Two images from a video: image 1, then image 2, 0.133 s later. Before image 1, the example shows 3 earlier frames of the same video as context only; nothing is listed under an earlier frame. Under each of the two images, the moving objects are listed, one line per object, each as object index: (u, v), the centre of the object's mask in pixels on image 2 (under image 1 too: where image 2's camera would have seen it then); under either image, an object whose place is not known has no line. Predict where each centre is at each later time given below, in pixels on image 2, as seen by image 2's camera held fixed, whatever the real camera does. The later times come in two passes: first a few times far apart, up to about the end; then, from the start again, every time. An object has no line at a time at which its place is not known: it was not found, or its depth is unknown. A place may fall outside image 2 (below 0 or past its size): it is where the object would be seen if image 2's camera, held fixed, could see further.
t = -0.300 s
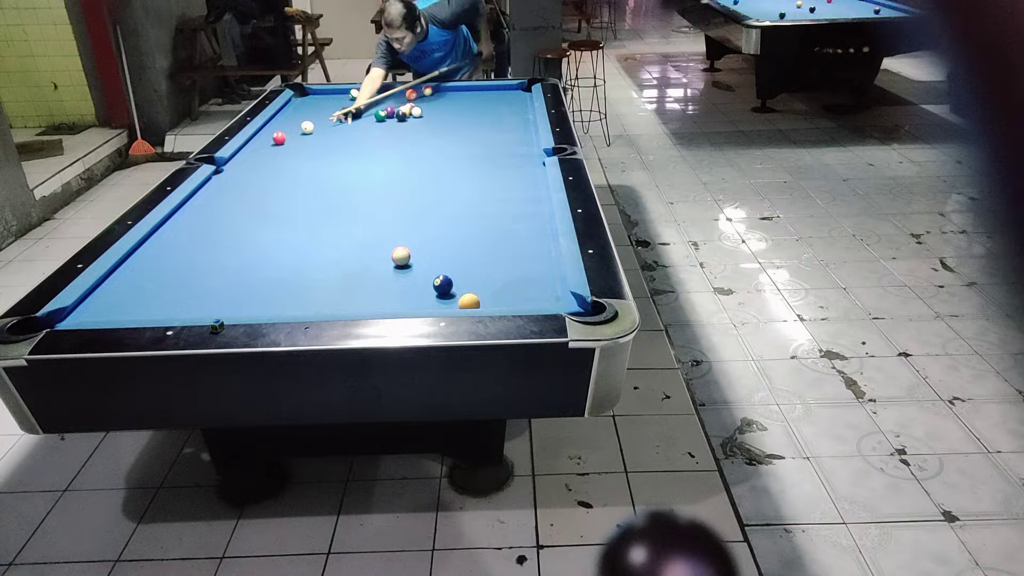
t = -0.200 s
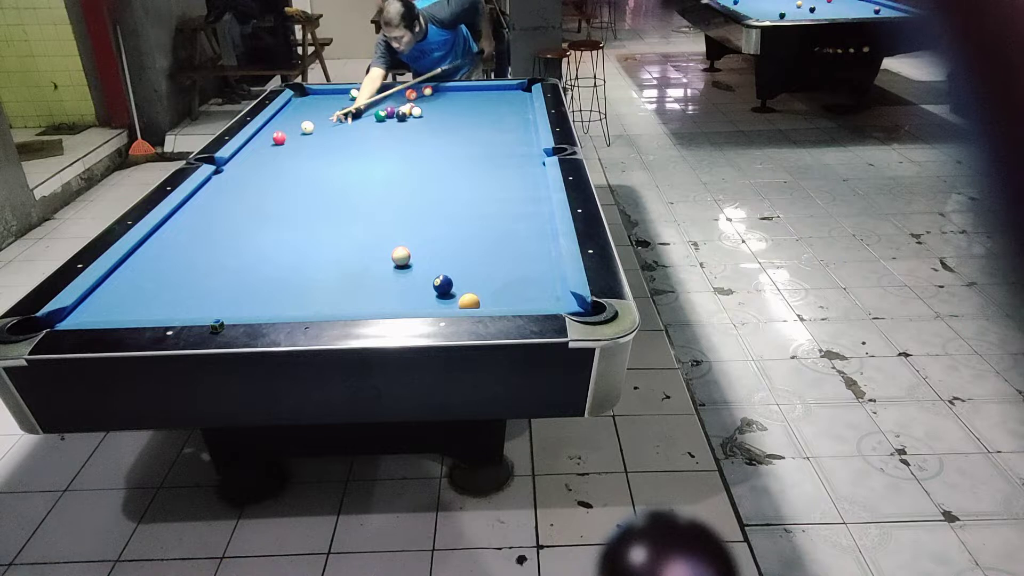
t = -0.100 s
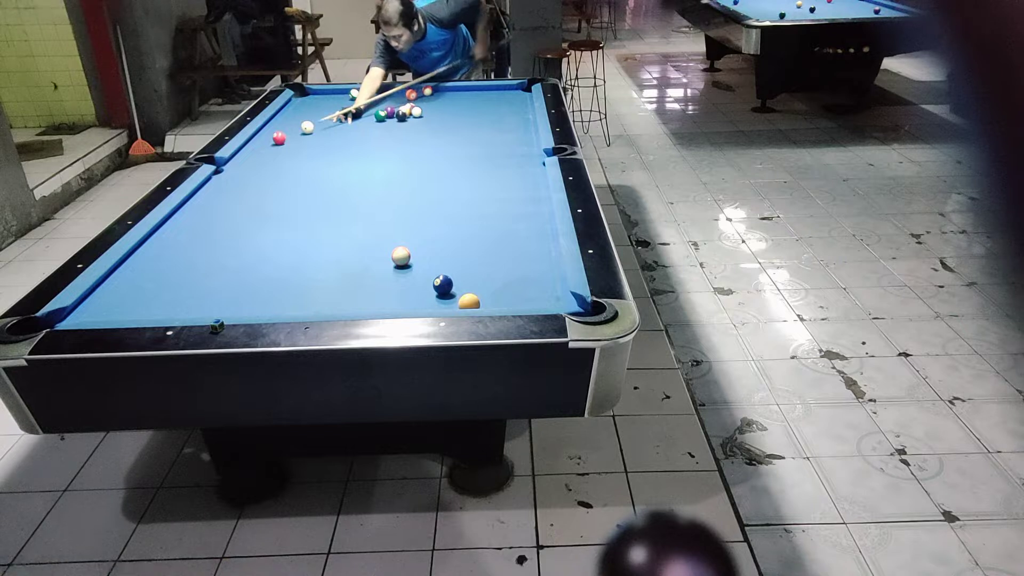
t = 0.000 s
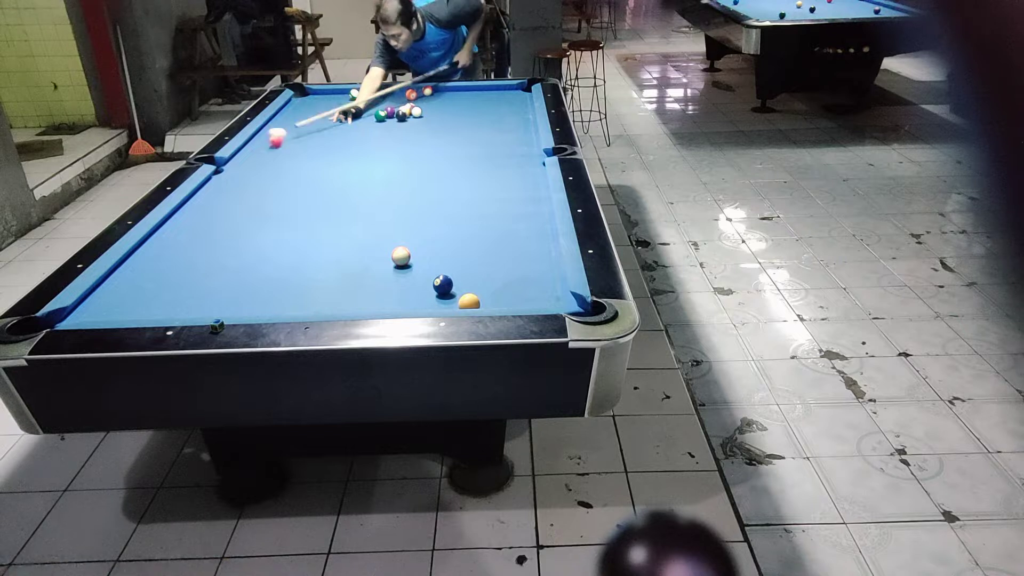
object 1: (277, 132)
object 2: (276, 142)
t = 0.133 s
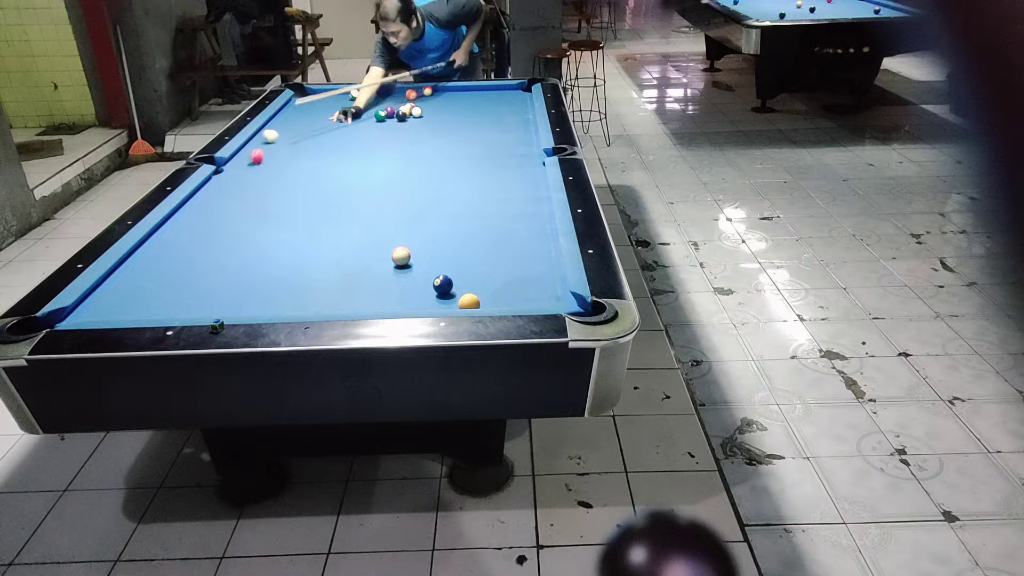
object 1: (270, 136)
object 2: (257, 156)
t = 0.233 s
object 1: (288, 137)
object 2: (243, 167)
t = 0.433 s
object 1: (324, 139)
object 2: (212, 192)
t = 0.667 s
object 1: (366, 141)
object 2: (169, 226)
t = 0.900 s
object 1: (409, 144)
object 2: (126, 267)
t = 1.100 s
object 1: (444, 146)
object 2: (94, 306)
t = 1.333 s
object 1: (486, 147)
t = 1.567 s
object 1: (527, 149)
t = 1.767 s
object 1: (519, 151)
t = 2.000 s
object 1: (494, 153)
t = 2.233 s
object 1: (471, 154)
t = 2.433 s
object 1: (453, 156)
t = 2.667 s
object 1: (431, 157)
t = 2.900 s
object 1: (411, 159)
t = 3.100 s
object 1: (395, 160)
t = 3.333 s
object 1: (378, 161)
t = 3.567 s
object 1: (362, 163)
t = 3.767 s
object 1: (349, 164)
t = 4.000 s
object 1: (336, 165)
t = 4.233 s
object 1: (323, 166)
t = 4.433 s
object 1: (314, 167)
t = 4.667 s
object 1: (304, 168)
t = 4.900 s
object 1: (296, 169)
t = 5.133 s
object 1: (289, 170)
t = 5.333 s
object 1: (285, 170)
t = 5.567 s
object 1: (281, 171)
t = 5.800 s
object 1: (279, 171)
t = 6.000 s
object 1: (278, 171)
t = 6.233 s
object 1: (278, 171)
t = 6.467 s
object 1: (278, 171)
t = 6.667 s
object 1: (278, 171)
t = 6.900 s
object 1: (278, 171)
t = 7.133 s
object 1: (278, 171)
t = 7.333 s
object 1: (278, 171)
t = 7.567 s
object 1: (278, 171)
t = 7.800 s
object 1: (278, 171)
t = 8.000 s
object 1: (278, 171)
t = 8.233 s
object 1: (278, 171)
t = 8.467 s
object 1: (278, 171)
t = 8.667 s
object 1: (278, 171)
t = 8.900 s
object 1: (278, 171)
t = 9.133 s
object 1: (278, 171)
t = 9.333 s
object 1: (278, 171)
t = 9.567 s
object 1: (278, 171)
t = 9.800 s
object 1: (278, 171)
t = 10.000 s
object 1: (278, 171)
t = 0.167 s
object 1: (276, 136)
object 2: (252, 160)
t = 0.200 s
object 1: (282, 136)
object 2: (247, 164)
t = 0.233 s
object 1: (288, 137)
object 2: (243, 167)
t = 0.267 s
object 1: (294, 137)
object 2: (238, 172)
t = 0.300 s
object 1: (300, 137)
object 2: (233, 175)
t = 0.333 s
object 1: (306, 138)
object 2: (228, 179)
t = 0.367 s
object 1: (312, 138)
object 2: (223, 184)
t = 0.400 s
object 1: (318, 138)
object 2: (217, 188)
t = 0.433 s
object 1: (324, 139)
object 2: (212, 192)
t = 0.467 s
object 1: (330, 139)
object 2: (206, 197)
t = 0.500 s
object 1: (336, 140)
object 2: (201, 201)
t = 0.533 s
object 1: (342, 140)
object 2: (194, 206)
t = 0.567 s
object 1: (348, 140)
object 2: (188, 211)
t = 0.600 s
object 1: (355, 140)
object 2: (182, 215)
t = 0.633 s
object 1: (361, 141)
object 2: (176, 221)
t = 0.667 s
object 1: (366, 141)
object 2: (169, 226)
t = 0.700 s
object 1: (372, 141)
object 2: (162, 232)
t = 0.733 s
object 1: (379, 142)
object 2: (155, 238)
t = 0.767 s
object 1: (384, 142)
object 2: (147, 243)
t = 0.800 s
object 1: (391, 142)
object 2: (141, 249)
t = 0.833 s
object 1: (397, 143)
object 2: (136, 255)
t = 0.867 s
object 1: (403, 143)
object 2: (131, 260)
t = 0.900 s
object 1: (409, 144)
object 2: (126, 267)
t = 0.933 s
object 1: (414, 144)
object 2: (121, 273)
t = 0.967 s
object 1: (420, 144)
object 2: (116, 279)
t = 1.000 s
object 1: (427, 144)
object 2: (111, 285)
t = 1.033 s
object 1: (432, 145)
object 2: (105, 292)
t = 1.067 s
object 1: (438, 145)
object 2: (99, 299)
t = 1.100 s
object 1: (444, 146)
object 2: (94, 306)
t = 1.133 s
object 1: (450, 146)
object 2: (88, 311)
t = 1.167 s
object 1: (456, 146)
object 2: (81, 316)
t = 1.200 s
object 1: (462, 146)
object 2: (72, 317)
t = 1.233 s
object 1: (469, 147)
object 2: (65, 317)
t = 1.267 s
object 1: (474, 147)
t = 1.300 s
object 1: (480, 147)
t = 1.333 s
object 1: (486, 147)
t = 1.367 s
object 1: (492, 148)
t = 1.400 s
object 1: (498, 148)
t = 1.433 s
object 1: (504, 148)
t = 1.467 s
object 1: (510, 148)
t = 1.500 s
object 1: (515, 149)
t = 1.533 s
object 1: (521, 149)
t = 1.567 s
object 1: (527, 149)
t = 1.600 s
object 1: (533, 150)
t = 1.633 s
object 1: (534, 150)
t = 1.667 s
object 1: (530, 150)
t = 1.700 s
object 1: (526, 151)
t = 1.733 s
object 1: (522, 151)
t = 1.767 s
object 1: (519, 151)
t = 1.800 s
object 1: (515, 151)
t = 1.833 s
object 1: (512, 151)
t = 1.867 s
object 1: (508, 152)
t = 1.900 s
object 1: (505, 152)
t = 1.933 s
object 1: (501, 152)
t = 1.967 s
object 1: (498, 152)
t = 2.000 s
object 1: (494, 153)
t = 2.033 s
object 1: (491, 153)
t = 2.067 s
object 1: (488, 153)
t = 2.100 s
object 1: (485, 153)
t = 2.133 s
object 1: (481, 153)
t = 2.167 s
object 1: (478, 154)
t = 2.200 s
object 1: (475, 154)
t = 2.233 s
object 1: (471, 154)
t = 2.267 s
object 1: (468, 154)
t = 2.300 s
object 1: (465, 155)
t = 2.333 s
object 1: (462, 155)
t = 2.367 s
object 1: (459, 155)
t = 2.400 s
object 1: (456, 155)
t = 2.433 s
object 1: (453, 156)
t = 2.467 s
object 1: (449, 156)
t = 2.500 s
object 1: (446, 156)
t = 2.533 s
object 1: (443, 156)
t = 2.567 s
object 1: (440, 157)
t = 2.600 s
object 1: (437, 157)
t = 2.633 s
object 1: (434, 157)
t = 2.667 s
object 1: (431, 157)
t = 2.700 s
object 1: (428, 157)
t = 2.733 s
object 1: (425, 158)
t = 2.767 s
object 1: (423, 158)
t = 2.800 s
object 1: (420, 158)
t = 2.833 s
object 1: (417, 158)
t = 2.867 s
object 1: (414, 159)
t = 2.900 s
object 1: (411, 159)
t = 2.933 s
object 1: (409, 159)
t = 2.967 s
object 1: (406, 159)
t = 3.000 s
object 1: (403, 159)
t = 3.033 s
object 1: (400, 160)
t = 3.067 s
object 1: (398, 160)
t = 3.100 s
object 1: (395, 160)
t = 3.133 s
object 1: (393, 160)
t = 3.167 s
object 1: (390, 161)
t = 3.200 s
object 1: (388, 161)
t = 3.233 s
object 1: (385, 161)
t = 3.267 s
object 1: (383, 161)
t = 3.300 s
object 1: (380, 161)
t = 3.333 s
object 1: (378, 161)
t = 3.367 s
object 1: (375, 162)
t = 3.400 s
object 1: (373, 162)
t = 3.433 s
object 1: (371, 162)
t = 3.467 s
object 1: (368, 162)
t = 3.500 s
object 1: (366, 162)
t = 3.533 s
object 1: (364, 162)
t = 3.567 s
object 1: (362, 163)
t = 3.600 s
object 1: (360, 163)
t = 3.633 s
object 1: (357, 163)
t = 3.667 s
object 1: (355, 163)
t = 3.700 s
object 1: (353, 163)
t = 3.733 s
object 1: (351, 164)
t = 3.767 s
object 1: (349, 164)
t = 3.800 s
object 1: (347, 164)
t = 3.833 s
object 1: (345, 164)
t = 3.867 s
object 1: (343, 165)
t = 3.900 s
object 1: (341, 165)
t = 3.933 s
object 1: (339, 165)
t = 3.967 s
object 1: (337, 165)
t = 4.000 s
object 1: (336, 165)
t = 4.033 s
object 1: (334, 165)
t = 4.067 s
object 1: (332, 165)
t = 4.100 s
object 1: (330, 166)
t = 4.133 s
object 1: (328, 166)
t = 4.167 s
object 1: (327, 166)
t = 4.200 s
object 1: (325, 166)
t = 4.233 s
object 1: (323, 166)
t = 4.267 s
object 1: (321, 166)
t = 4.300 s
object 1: (320, 166)
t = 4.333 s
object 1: (318, 167)
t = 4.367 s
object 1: (317, 167)
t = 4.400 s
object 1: (315, 167)
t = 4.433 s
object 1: (314, 167)
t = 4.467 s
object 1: (312, 167)
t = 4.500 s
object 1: (311, 167)
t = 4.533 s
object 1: (309, 167)
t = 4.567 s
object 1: (308, 167)
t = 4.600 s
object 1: (307, 168)
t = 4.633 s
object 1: (305, 168)
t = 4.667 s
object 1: (304, 168)
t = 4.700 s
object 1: (303, 168)
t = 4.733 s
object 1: (301, 168)
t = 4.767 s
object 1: (300, 168)
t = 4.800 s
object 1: (299, 169)
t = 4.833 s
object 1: (298, 169)
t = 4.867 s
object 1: (297, 169)
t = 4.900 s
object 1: (296, 169)
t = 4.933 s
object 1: (295, 169)
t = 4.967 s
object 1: (294, 169)
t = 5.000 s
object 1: (293, 169)
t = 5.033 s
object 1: (292, 170)
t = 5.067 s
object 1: (291, 169)
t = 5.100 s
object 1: (290, 170)
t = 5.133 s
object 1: (289, 170)
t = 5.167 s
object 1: (289, 170)
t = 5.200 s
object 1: (288, 170)
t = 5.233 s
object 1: (287, 170)
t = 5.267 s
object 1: (286, 170)
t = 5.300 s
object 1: (285, 170)
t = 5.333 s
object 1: (285, 170)
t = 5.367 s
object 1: (284, 170)
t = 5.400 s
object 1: (284, 170)
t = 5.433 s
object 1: (283, 170)
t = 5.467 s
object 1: (282, 171)
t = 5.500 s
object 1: (282, 171)
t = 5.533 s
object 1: (281, 171)
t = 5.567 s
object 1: (281, 171)
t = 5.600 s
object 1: (281, 171)
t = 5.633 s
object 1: (280, 171)
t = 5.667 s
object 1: (280, 171)
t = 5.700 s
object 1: (280, 171)
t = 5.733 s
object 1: (280, 171)
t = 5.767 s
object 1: (279, 171)
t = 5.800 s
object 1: (279, 171)
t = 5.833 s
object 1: (279, 171)
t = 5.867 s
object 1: (279, 171)
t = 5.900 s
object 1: (278, 171)
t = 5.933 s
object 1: (278, 171)
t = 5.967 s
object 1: (278, 171)
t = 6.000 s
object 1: (278, 171)
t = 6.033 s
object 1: (278, 171)
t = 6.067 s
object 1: (278, 171)
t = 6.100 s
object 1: (278, 171)
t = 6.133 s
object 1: (278, 171)
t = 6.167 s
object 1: (278, 171)
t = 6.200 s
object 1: (278, 171)
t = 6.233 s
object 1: (278, 171)
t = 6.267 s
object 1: (278, 171)
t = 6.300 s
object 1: (278, 171)
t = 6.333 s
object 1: (278, 171)
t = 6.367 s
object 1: (278, 171)
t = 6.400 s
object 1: (278, 171)
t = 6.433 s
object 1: (278, 171)
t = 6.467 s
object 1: (278, 171)
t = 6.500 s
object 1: (278, 171)
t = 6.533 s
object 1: (278, 171)
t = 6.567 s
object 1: (278, 171)
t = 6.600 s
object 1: (278, 171)
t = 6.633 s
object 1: (278, 171)
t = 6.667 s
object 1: (278, 171)
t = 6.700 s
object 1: (278, 171)
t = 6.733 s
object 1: (278, 171)
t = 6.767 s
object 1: (278, 171)
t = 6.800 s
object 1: (278, 171)
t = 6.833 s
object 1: (278, 171)
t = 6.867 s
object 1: (278, 171)
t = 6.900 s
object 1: (278, 171)
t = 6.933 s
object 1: (278, 171)
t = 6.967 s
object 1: (278, 171)
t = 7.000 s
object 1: (278, 171)
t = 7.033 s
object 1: (278, 171)
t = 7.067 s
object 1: (278, 171)
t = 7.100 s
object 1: (278, 171)
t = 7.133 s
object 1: (278, 171)
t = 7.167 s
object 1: (278, 171)
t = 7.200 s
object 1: (278, 171)
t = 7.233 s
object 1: (278, 171)
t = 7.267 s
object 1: (278, 171)
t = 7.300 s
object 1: (278, 171)
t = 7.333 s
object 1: (278, 171)
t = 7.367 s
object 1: (278, 171)
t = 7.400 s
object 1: (278, 171)
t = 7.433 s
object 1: (278, 171)
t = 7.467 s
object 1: (278, 171)
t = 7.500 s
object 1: (278, 171)
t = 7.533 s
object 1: (278, 171)
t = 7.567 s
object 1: (278, 171)
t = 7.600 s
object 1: (278, 171)
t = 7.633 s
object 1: (278, 171)
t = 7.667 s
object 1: (278, 171)
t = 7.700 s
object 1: (278, 171)
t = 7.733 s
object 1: (278, 171)
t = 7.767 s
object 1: (278, 171)
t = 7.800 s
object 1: (278, 171)
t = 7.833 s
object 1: (278, 171)
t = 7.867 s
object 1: (278, 171)
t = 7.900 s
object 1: (278, 171)
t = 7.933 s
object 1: (278, 171)
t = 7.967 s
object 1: (278, 171)
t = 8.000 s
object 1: (278, 171)
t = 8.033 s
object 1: (278, 171)
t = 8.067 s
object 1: (278, 171)
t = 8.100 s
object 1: (278, 171)
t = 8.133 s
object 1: (278, 171)
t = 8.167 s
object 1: (278, 171)
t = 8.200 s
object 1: (278, 171)
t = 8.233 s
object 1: (278, 171)
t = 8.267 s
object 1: (278, 171)
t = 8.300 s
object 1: (278, 171)
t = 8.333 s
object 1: (278, 171)
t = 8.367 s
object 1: (278, 171)
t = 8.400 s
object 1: (278, 171)
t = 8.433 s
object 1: (278, 171)
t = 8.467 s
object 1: (278, 171)
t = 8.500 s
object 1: (278, 171)
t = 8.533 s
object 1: (278, 171)
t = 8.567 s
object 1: (278, 171)
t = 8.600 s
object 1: (278, 171)
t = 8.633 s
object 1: (278, 171)
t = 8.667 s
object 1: (278, 171)
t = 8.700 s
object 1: (278, 171)
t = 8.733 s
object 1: (278, 171)
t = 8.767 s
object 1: (278, 171)
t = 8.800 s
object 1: (278, 171)
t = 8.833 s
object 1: (278, 171)
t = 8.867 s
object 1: (278, 171)
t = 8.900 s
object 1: (278, 171)
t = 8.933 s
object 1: (278, 171)
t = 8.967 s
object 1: (278, 171)
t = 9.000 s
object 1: (278, 171)
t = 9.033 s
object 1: (278, 171)
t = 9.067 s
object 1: (278, 171)
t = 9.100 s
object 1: (278, 171)
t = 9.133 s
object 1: (278, 171)
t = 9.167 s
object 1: (278, 171)
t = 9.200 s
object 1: (278, 171)
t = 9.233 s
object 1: (278, 171)
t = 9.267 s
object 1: (278, 171)
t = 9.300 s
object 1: (278, 171)
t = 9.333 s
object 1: (278, 171)
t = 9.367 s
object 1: (278, 171)
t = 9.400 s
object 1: (278, 171)
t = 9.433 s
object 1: (278, 171)
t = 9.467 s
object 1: (278, 171)
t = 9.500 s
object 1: (278, 171)
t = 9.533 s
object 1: (278, 171)
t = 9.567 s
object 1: (278, 171)
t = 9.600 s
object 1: (278, 171)
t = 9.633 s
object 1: (278, 171)
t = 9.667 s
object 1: (278, 170)
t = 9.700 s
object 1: (278, 171)
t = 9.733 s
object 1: (278, 171)
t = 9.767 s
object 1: (278, 171)
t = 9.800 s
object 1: (278, 171)
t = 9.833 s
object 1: (278, 171)
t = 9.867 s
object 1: (278, 171)
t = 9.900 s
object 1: (278, 171)
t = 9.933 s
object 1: (278, 171)
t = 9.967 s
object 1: (278, 171)
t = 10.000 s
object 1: (278, 171)
